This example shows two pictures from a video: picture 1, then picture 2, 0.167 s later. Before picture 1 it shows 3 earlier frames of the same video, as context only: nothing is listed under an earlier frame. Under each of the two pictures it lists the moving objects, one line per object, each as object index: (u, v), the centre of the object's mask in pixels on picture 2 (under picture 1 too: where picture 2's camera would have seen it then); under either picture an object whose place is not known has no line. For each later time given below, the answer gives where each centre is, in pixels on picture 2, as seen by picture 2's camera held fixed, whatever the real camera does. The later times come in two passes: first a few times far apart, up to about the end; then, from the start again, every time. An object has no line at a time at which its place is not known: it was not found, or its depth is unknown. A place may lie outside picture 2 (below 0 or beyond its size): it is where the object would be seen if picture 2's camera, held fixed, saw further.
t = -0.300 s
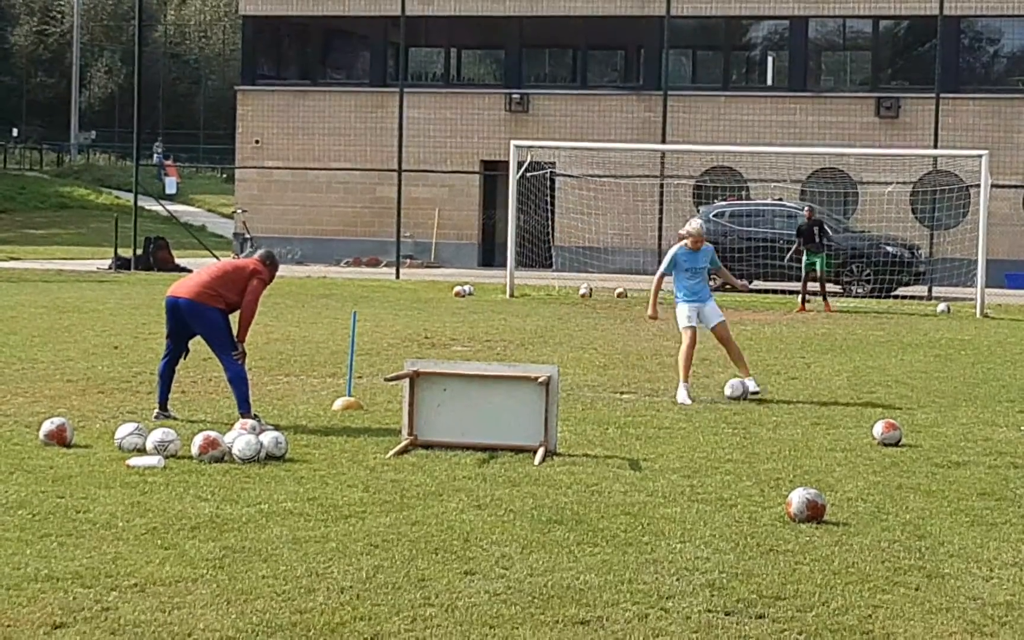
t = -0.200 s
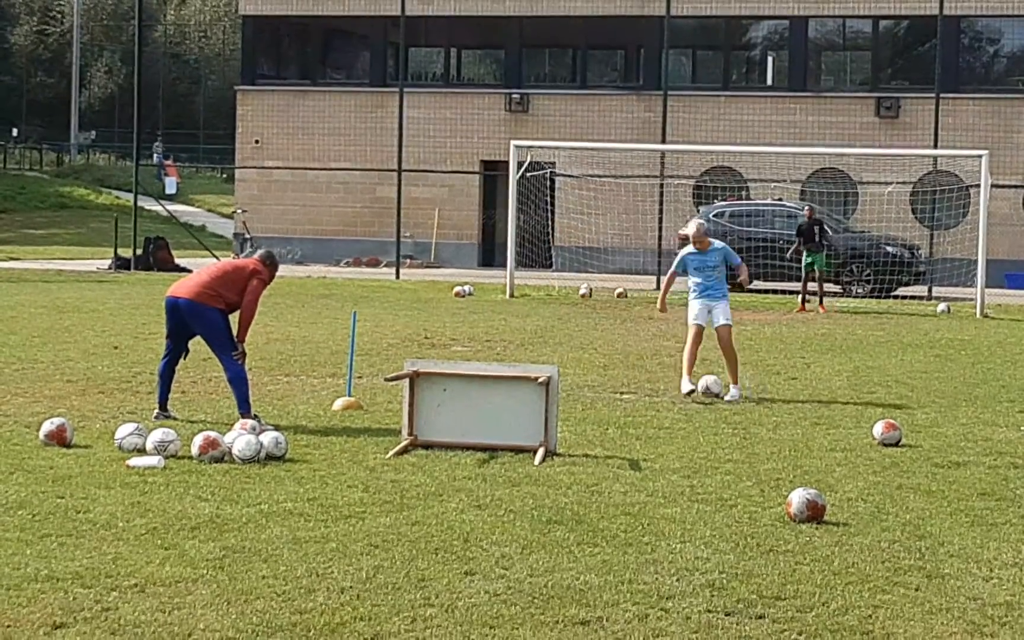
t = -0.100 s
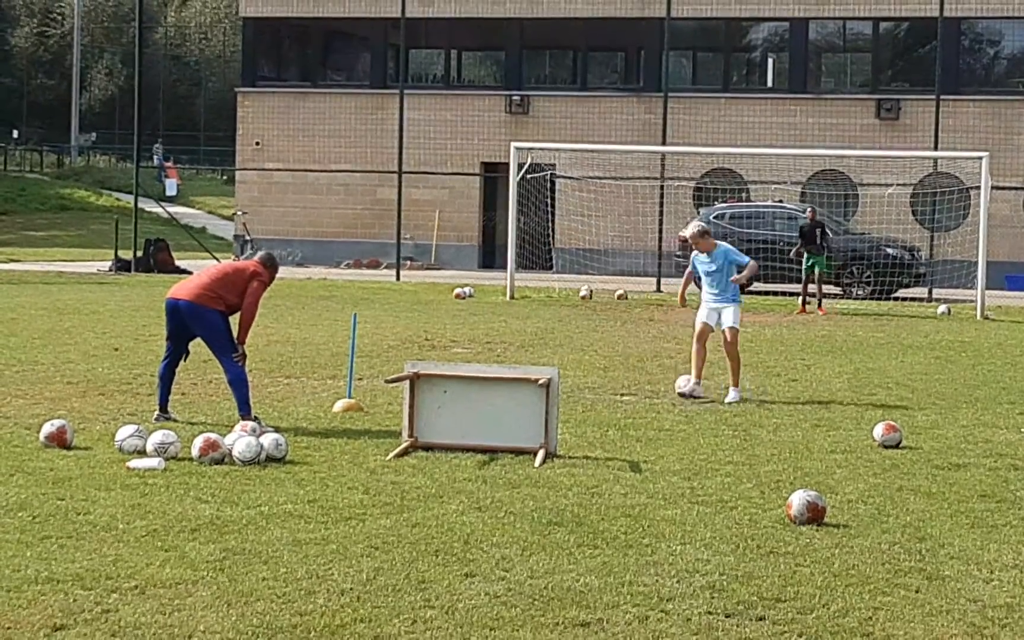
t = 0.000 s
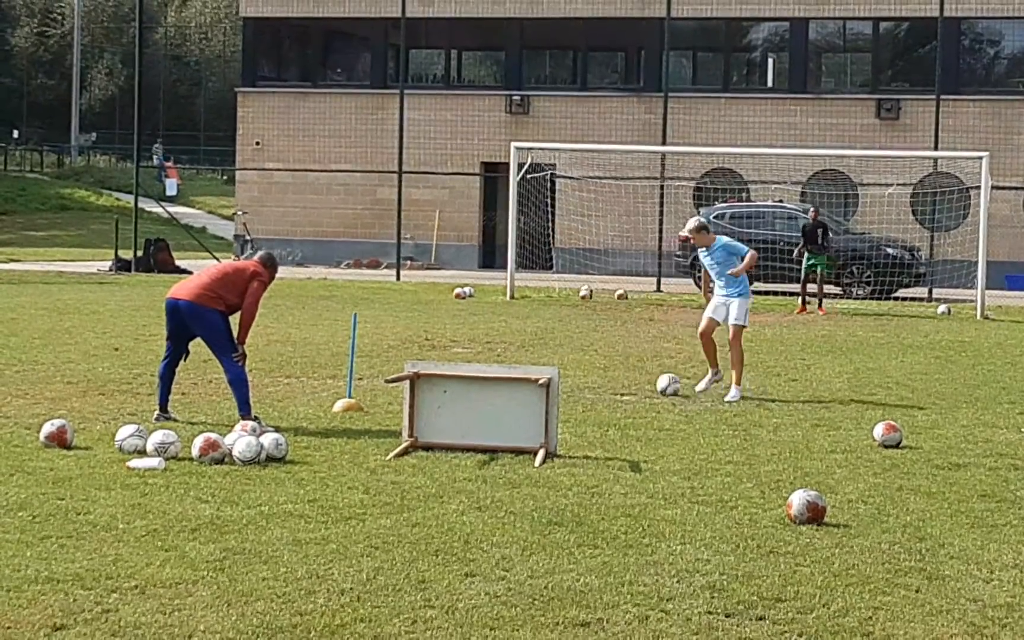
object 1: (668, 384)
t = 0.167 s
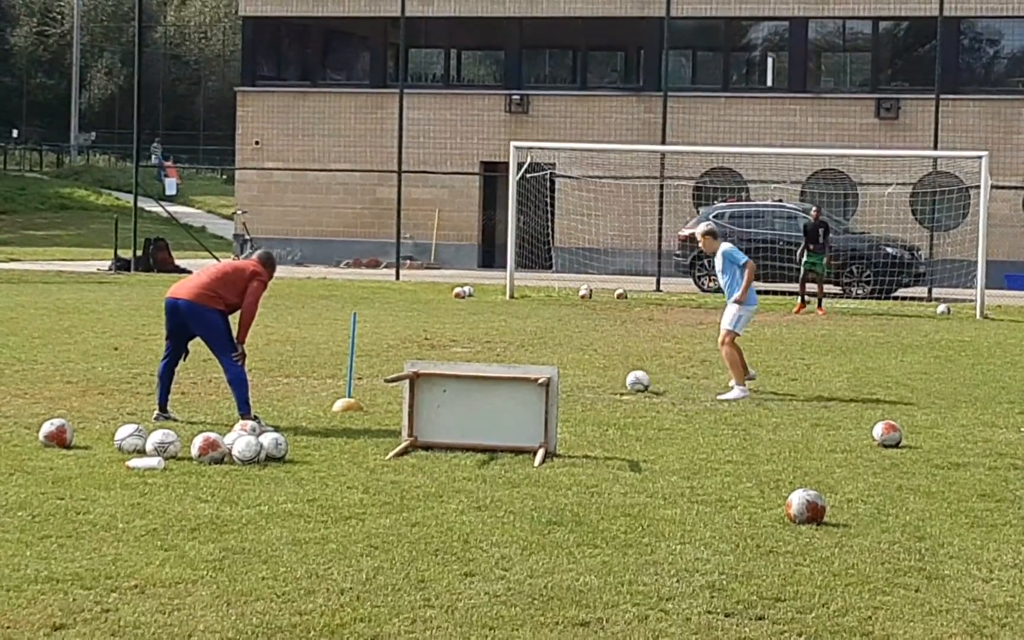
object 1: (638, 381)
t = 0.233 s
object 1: (627, 379)
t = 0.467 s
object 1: (590, 377)
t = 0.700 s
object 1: (561, 373)
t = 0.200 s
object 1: (633, 381)
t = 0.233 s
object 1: (627, 379)
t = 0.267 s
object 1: (621, 379)
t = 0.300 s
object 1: (617, 379)
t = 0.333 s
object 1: (611, 378)
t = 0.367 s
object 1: (605, 378)
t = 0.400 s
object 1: (600, 378)
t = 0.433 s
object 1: (595, 377)
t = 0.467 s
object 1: (590, 377)
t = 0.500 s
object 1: (584, 376)
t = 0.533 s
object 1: (580, 376)
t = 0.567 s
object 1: (575, 375)
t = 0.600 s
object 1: (571, 374)
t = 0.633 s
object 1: (567, 374)
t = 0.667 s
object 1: (564, 374)
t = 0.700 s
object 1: (561, 373)
